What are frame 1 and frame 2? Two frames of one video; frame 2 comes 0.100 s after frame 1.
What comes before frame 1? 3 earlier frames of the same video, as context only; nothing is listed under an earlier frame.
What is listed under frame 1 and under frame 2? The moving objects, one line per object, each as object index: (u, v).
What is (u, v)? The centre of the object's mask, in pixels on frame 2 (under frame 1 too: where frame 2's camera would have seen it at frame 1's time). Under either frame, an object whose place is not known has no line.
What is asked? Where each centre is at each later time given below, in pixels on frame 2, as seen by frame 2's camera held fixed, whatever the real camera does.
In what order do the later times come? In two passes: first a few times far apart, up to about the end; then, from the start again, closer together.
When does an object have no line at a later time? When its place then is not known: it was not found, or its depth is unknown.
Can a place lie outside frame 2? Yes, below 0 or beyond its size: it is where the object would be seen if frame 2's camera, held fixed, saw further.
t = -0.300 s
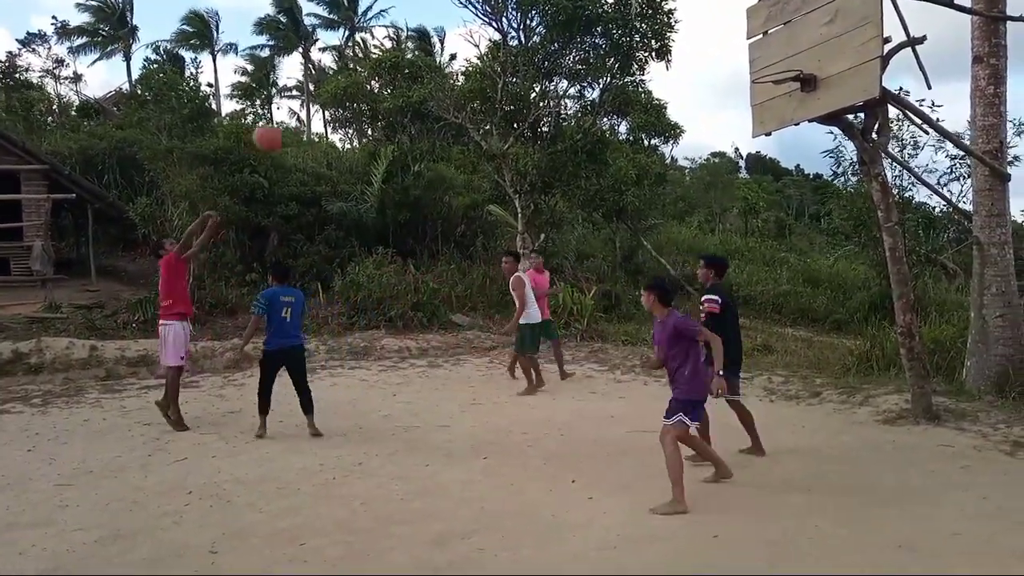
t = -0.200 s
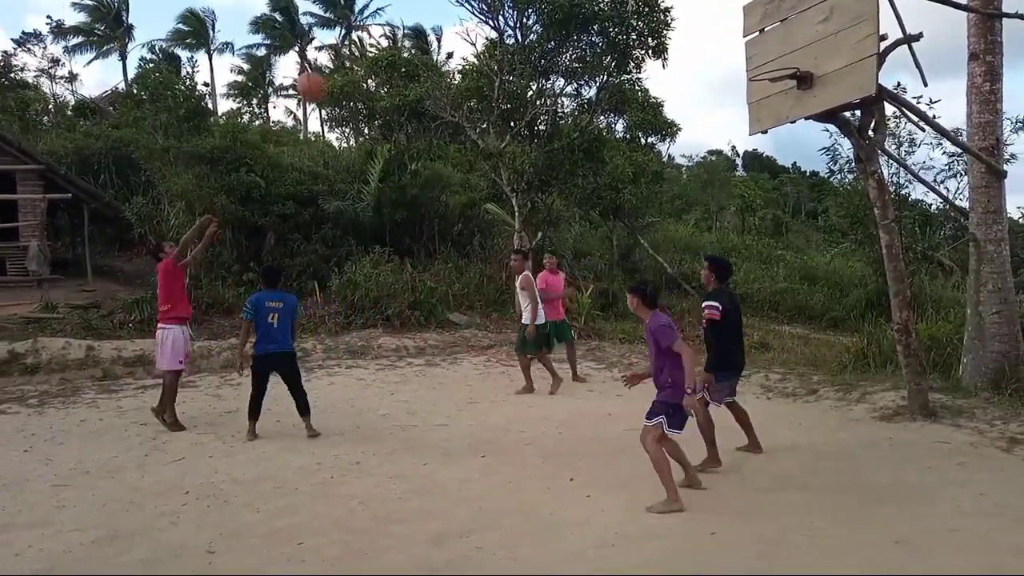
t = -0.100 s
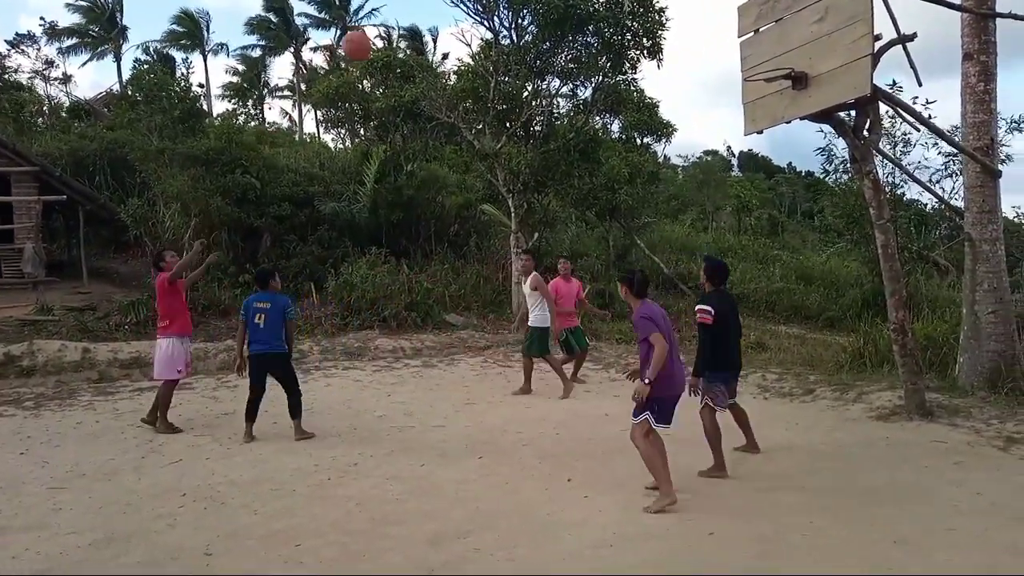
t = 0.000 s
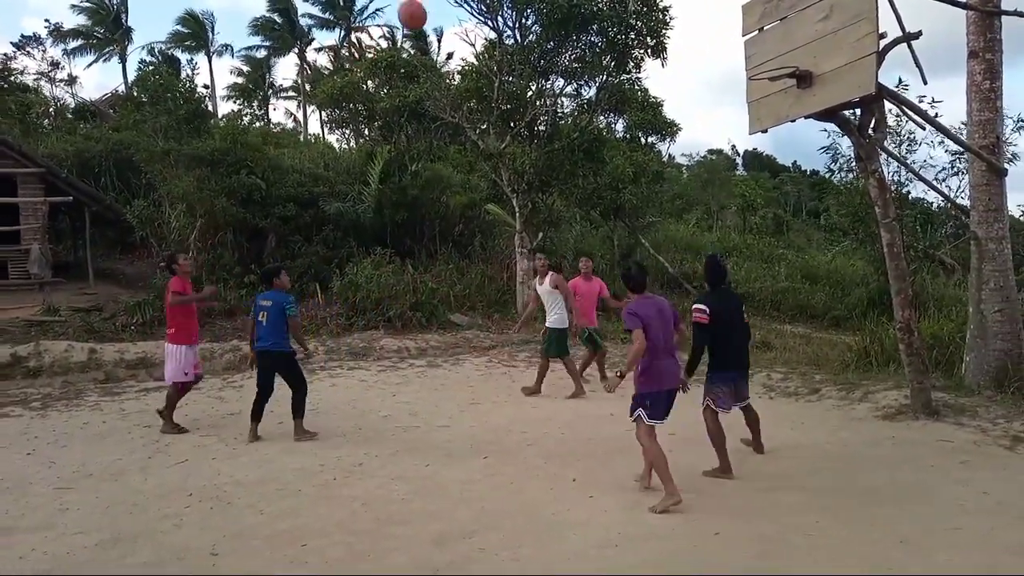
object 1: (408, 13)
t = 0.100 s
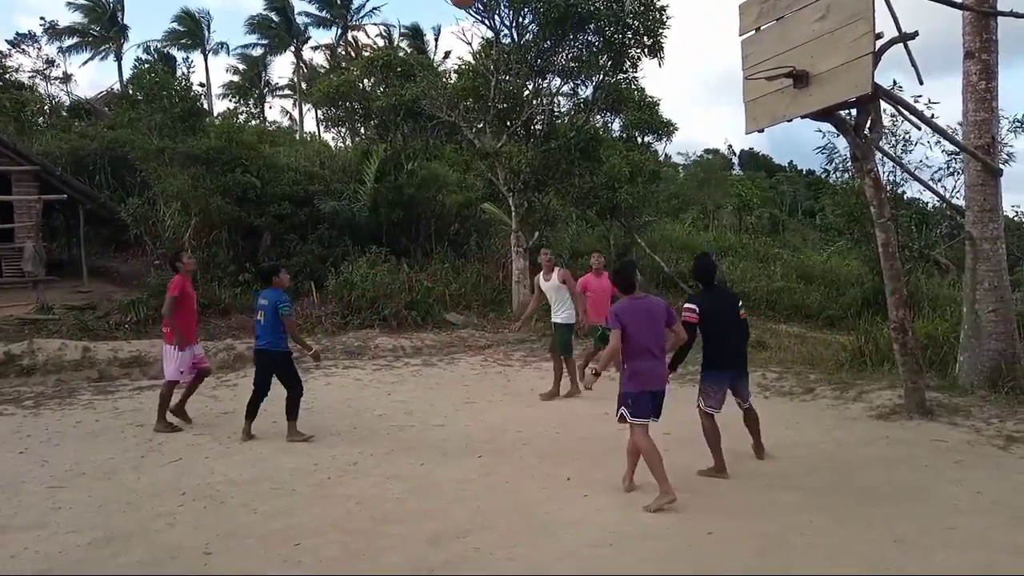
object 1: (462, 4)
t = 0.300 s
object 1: (578, 1)
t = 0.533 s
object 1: (729, 54)
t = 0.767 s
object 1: (796, 16)
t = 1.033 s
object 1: (834, 10)
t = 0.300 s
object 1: (578, 1)
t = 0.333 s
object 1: (602, 0)
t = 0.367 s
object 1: (622, 1)
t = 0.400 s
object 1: (643, 4)
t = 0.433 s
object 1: (665, 14)
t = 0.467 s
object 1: (685, 25)
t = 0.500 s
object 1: (707, 40)
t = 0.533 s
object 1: (729, 54)
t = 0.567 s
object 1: (745, 62)
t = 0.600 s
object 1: (755, 54)
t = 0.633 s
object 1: (761, 44)
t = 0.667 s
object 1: (772, 36)
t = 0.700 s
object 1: (779, 29)
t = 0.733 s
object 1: (787, 22)
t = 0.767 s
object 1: (796, 16)
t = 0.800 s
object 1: (805, 12)
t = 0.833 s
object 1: (813, 10)
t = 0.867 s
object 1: (820, 9)
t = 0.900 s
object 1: (830, 10)
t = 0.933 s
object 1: (835, 10)
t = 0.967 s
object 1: (835, 6)
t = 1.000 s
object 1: (835, 7)
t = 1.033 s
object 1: (834, 10)
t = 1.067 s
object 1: (834, 10)
